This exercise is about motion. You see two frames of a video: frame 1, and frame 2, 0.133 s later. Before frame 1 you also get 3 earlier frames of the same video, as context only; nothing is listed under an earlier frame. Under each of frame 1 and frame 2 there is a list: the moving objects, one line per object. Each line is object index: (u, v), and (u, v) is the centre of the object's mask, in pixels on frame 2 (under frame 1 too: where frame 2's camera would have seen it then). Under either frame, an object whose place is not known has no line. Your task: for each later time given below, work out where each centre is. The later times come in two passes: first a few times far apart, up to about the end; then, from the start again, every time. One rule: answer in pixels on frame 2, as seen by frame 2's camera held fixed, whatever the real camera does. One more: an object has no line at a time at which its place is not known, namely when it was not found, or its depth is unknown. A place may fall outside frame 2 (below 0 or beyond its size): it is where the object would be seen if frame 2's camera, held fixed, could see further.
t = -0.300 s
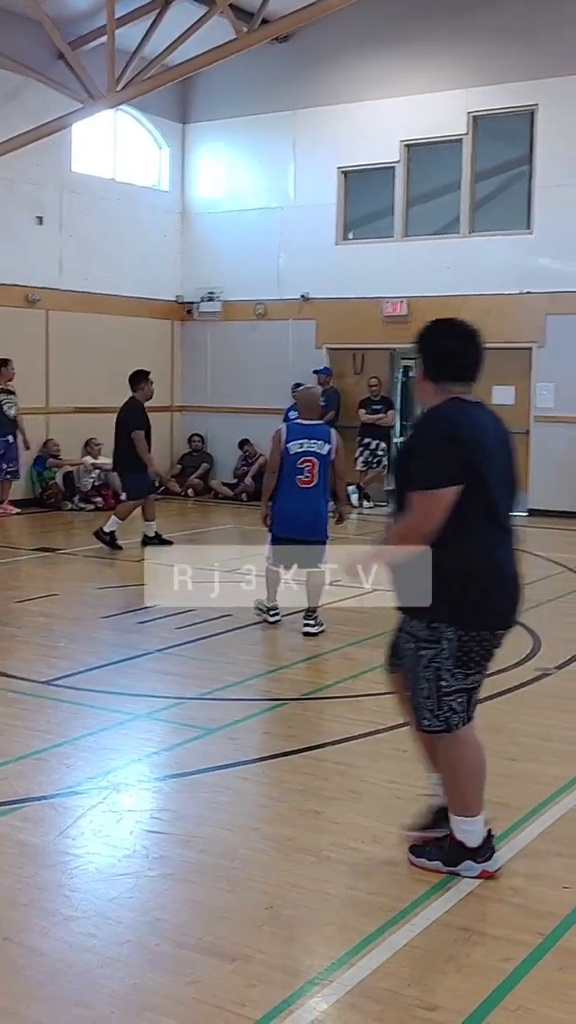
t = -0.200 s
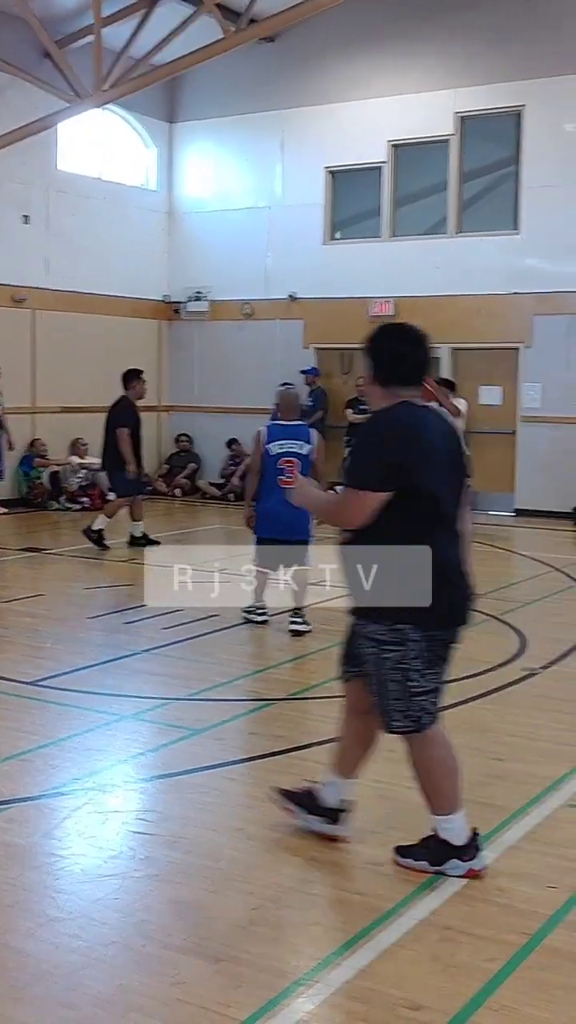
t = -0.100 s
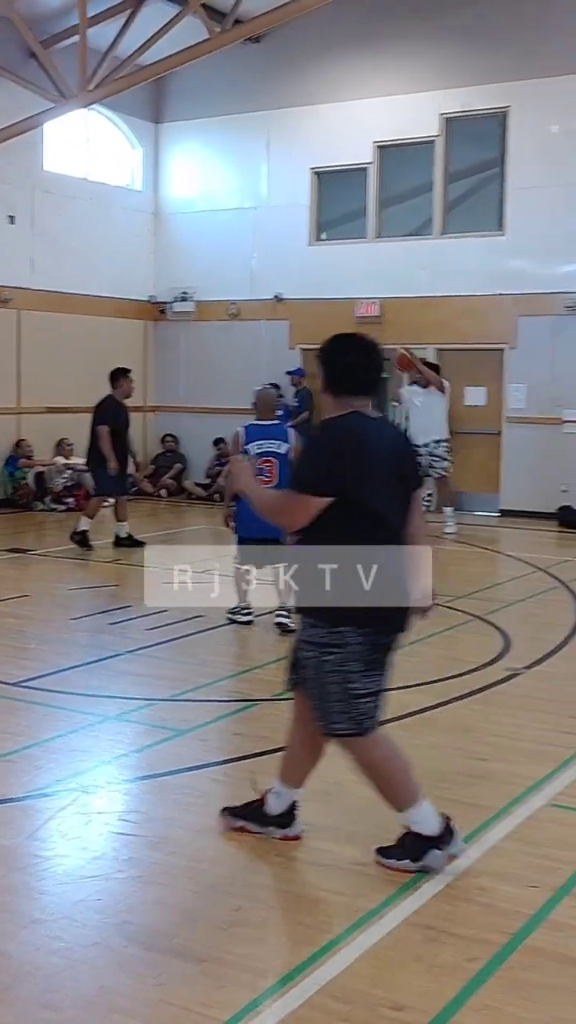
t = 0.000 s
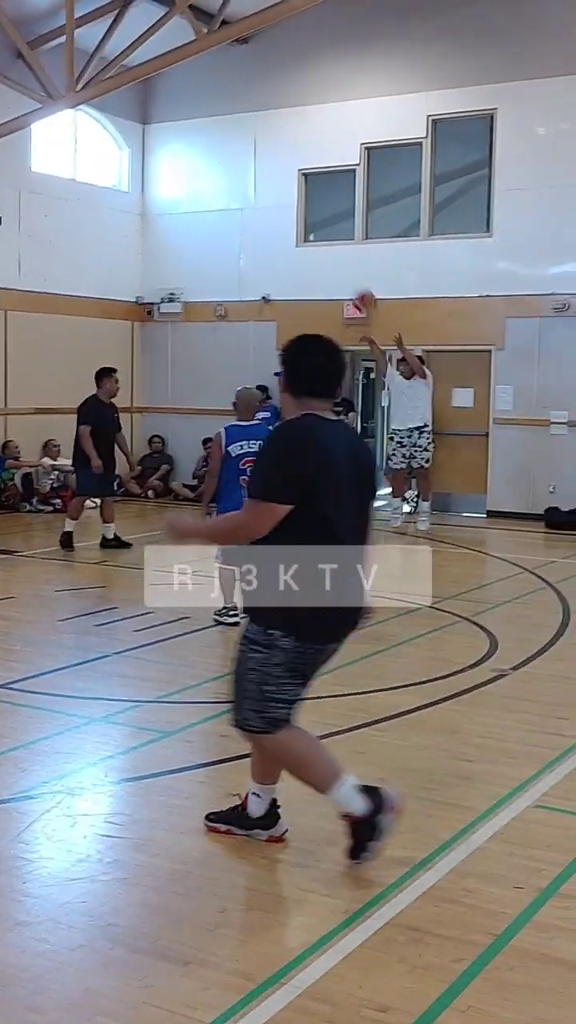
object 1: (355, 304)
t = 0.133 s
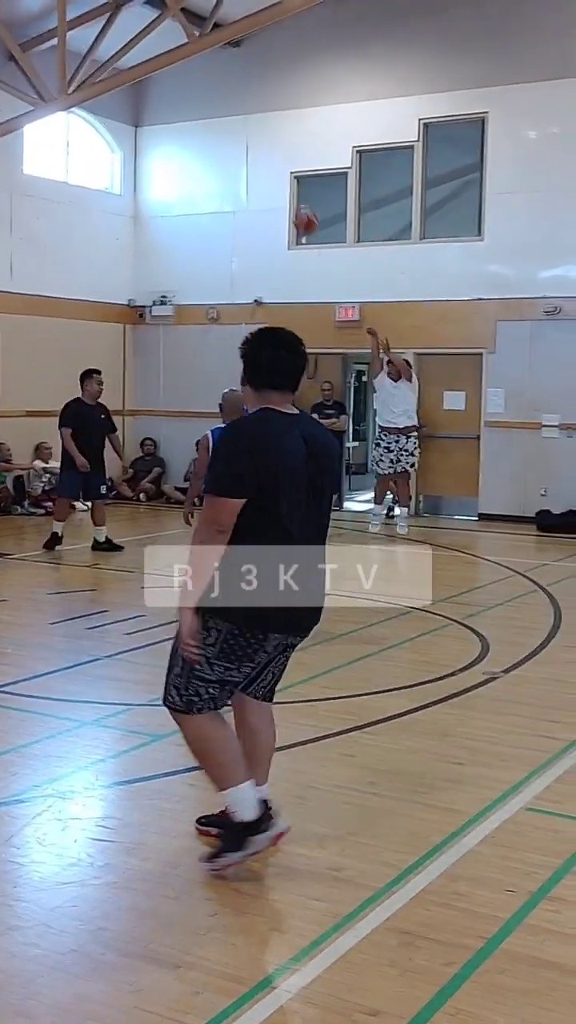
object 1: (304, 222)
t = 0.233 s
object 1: (263, 167)
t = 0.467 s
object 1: (164, 76)
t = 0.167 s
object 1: (290, 201)
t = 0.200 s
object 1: (276, 183)
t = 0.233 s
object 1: (263, 167)
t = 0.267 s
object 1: (249, 151)
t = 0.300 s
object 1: (236, 136)
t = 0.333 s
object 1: (221, 122)
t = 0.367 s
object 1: (206, 108)
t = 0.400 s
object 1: (194, 97)
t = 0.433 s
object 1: (179, 86)
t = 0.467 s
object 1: (164, 76)
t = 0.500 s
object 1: (148, 68)
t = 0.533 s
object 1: (132, 60)
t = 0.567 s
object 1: (118, 53)
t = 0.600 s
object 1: (103, 48)
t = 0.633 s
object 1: (86, 42)
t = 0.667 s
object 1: (69, 38)
